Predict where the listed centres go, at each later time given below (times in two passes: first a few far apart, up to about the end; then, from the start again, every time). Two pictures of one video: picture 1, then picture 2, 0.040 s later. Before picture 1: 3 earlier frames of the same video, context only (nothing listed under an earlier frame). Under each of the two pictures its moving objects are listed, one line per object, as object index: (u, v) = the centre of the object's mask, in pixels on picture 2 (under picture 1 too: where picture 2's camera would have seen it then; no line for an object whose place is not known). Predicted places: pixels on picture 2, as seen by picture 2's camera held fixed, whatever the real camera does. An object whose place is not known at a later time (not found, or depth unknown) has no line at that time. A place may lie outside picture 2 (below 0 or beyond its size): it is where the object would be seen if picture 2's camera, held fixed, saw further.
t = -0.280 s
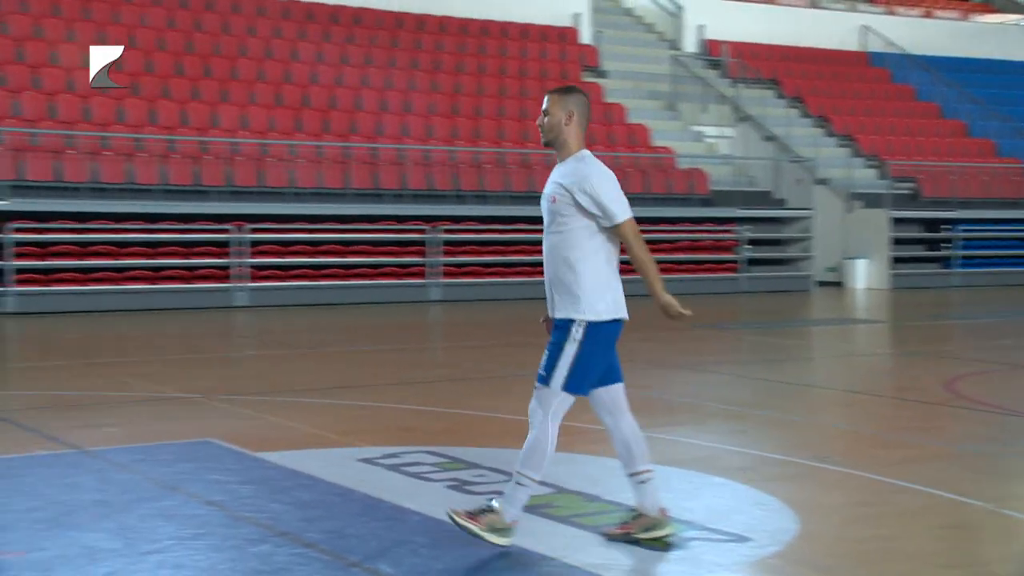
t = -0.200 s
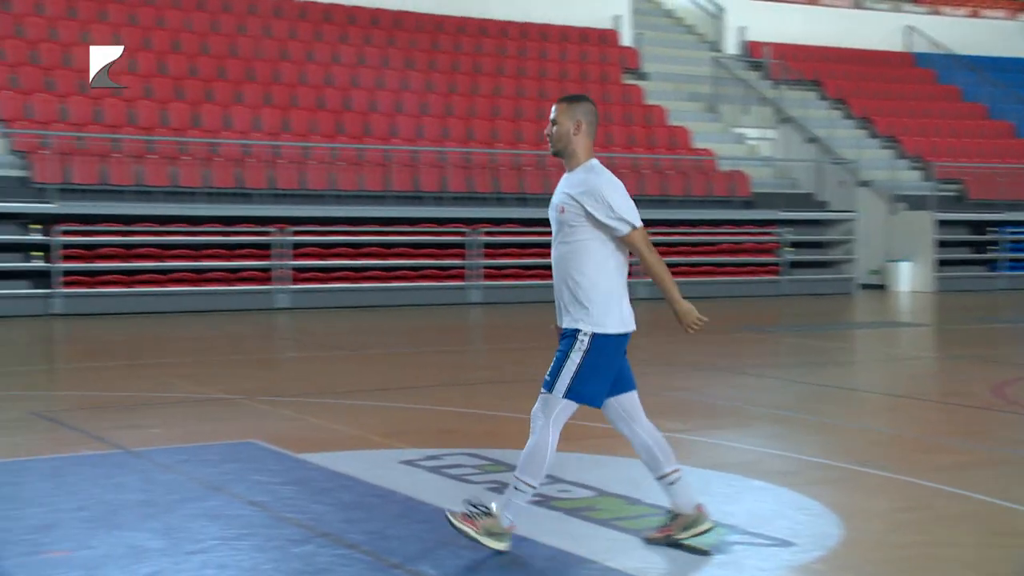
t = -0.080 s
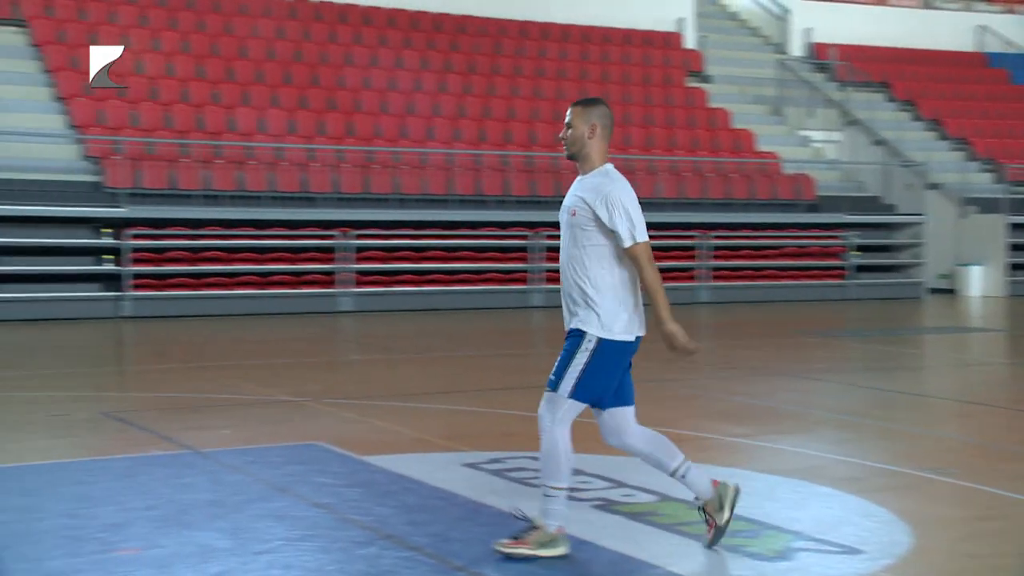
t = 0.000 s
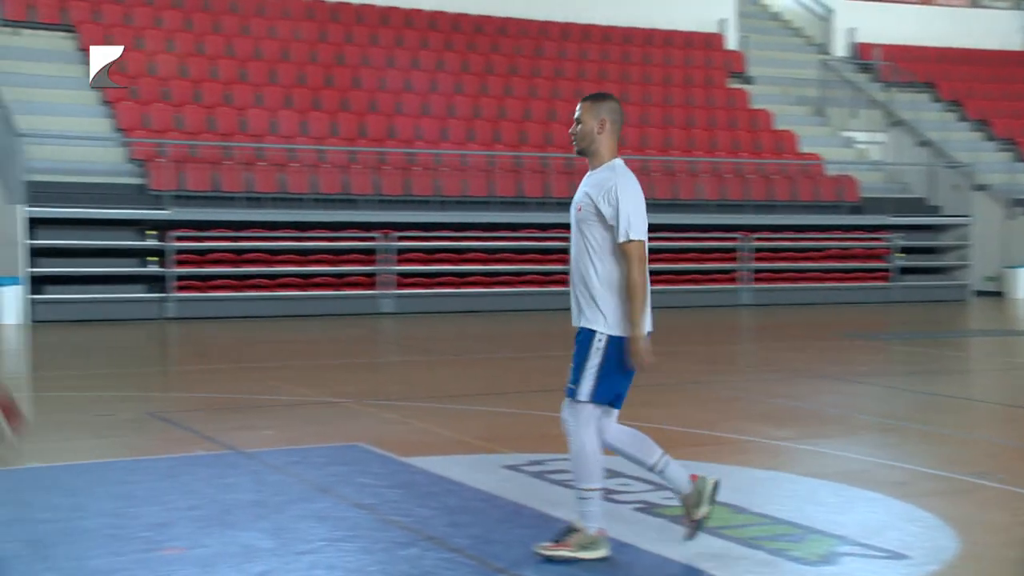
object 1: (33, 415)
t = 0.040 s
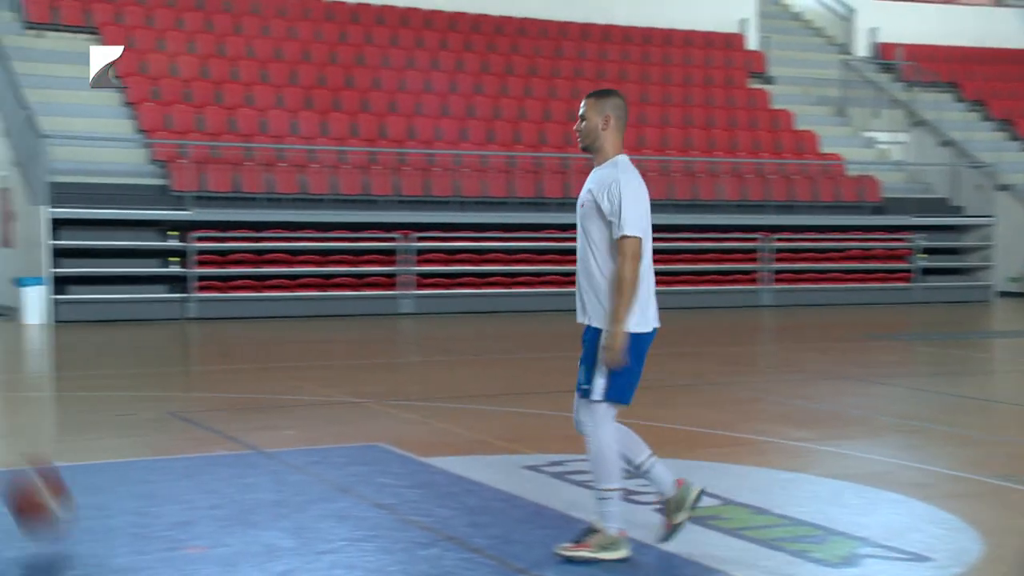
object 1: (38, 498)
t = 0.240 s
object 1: (70, 305)
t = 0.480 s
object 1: (94, 133)
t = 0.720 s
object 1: (118, 91)
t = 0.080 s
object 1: (50, 495)
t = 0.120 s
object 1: (57, 440)
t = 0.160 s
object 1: (61, 392)
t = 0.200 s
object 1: (65, 349)
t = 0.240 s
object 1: (70, 305)
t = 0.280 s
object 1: (74, 267)
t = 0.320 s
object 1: (78, 232)
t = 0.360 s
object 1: (81, 203)
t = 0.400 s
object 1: (86, 175)
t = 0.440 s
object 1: (91, 151)
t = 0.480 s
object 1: (94, 133)
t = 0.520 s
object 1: (97, 117)
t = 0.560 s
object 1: (104, 103)
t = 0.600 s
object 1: (107, 95)
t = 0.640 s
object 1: (111, 90)
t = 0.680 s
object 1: (114, 89)
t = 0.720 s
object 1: (118, 91)
